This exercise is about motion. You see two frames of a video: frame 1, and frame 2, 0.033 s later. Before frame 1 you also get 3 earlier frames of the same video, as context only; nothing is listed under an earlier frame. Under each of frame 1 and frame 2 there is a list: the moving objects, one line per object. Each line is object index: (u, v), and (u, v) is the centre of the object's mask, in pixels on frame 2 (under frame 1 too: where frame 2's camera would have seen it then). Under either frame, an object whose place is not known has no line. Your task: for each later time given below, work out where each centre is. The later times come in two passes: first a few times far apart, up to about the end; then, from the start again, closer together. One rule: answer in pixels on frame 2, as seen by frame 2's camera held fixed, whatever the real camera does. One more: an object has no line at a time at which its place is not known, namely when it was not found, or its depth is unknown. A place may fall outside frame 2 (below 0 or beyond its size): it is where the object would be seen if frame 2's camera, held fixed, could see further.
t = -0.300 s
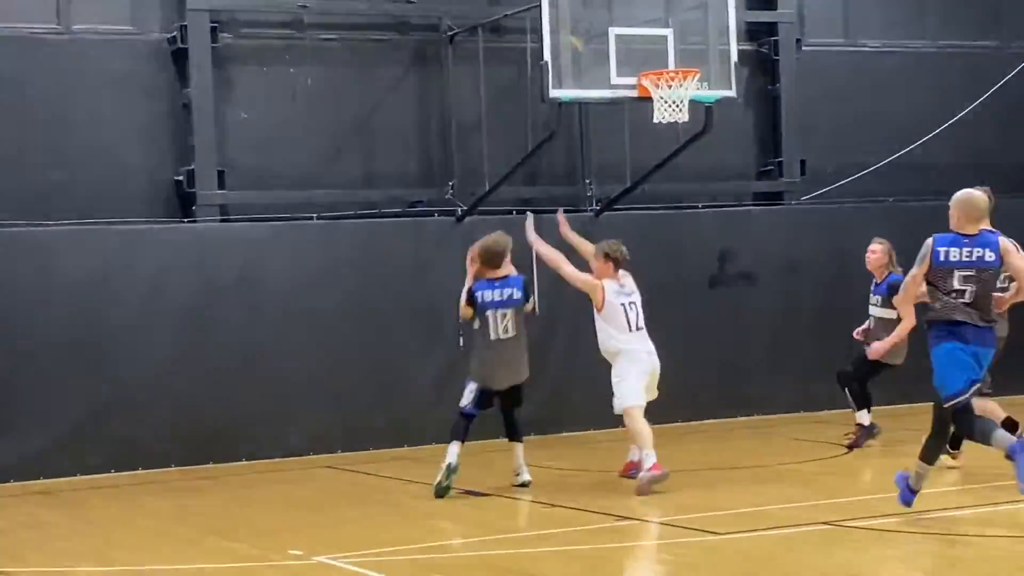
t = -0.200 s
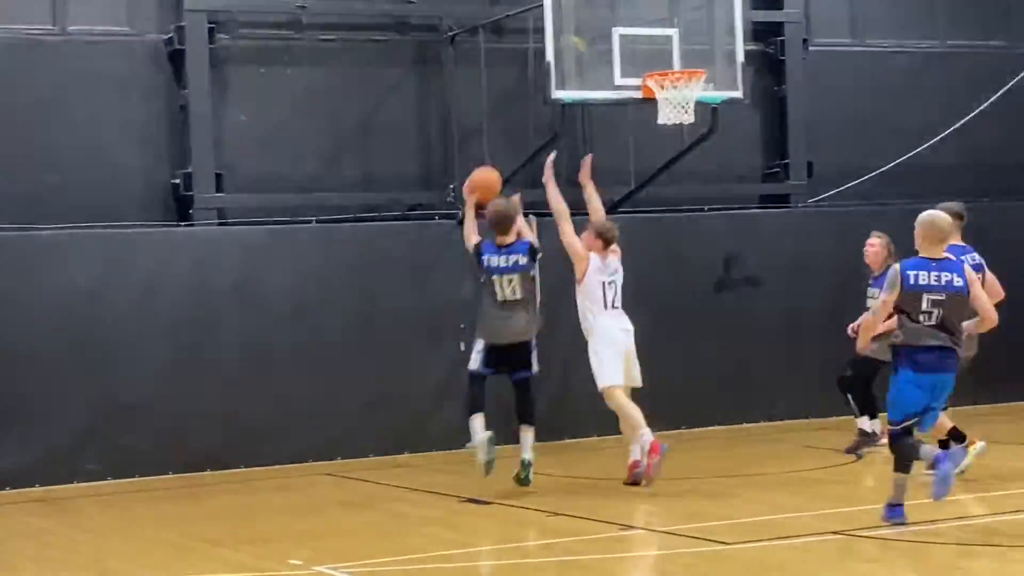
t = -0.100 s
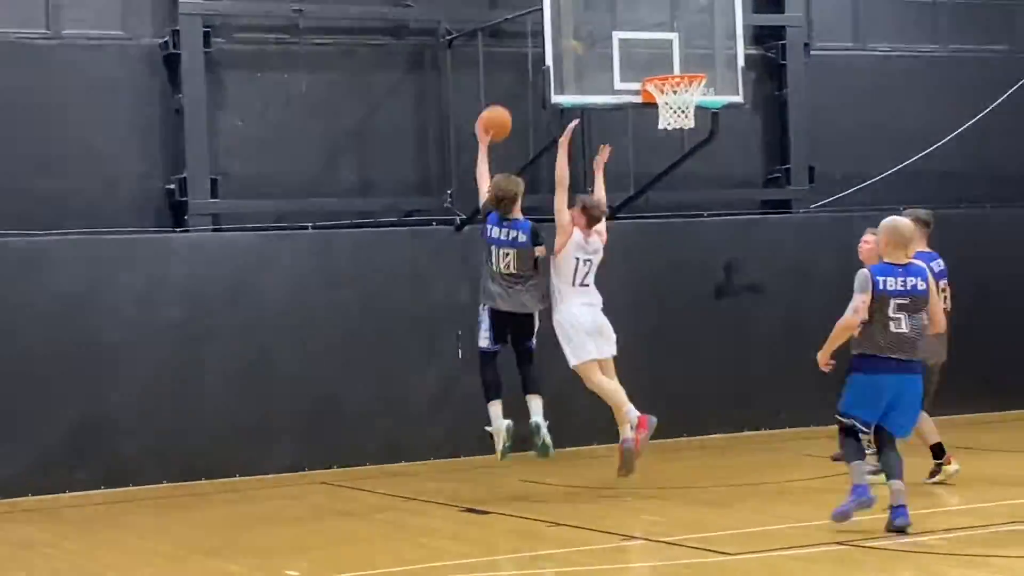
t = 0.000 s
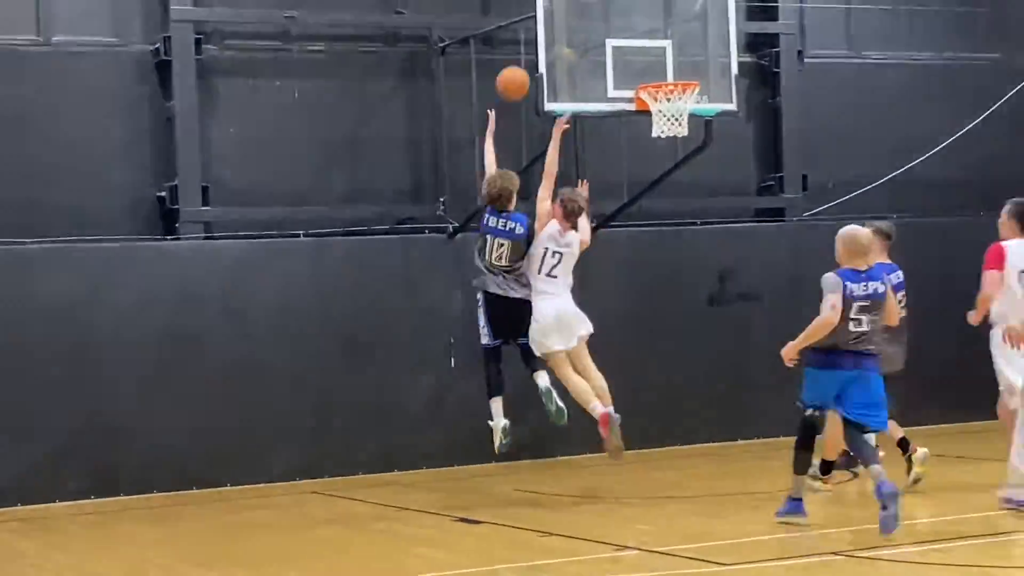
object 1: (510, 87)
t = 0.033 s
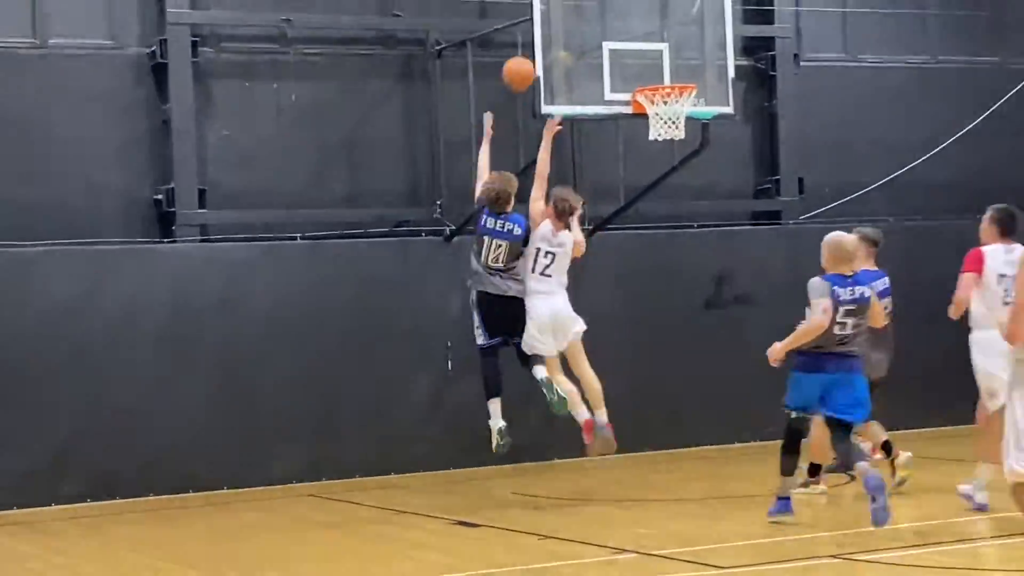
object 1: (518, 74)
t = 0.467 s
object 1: (632, 37)
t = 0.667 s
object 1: (679, 75)
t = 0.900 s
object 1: (670, 65)
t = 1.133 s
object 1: (692, 69)
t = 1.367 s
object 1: (685, 74)
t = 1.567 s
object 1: (676, 122)
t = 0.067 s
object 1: (526, 64)
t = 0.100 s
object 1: (535, 54)
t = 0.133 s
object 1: (544, 46)
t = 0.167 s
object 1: (552, 40)
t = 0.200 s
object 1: (561, 34)
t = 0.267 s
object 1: (576, 30)
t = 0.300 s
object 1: (585, 30)
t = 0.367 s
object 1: (601, 33)
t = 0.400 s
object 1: (611, 33)
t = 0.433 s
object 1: (622, 35)
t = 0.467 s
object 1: (632, 37)
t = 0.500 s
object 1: (643, 43)
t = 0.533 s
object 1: (653, 51)
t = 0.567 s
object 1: (664, 58)
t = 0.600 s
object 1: (676, 68)
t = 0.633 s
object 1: (685, 74)
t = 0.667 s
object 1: (679, 75)
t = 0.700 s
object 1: (668, 75)
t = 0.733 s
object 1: (658, 76)
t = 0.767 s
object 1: (649, 78)
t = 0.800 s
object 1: (654, 74)
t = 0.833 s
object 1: (659, 70)
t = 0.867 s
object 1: (664, 66)
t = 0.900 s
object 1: (670, 65)
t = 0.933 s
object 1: (675, 64)
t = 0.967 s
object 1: (679, 65)
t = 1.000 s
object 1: (685, 67)
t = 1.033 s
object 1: (690, 70)
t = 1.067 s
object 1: (693, 71)
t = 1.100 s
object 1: (692, 69)
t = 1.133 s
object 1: (692, 69)
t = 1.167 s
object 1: (692, 69)
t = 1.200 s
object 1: (691, 69)
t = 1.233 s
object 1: (691, 70)
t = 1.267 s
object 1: (691, 72)
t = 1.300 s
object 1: (688, 72)
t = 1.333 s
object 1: (686, 73)
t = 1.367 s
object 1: (685, 74)
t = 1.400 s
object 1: (683, 77)
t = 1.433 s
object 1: (681, 78)
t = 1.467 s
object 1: (678, 85)
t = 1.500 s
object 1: (680, 101)
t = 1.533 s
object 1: (678, 107)
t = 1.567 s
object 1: (676, 122)
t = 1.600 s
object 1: (676, 142)
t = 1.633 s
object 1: (670, 148)
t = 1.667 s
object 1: (669, 155)
